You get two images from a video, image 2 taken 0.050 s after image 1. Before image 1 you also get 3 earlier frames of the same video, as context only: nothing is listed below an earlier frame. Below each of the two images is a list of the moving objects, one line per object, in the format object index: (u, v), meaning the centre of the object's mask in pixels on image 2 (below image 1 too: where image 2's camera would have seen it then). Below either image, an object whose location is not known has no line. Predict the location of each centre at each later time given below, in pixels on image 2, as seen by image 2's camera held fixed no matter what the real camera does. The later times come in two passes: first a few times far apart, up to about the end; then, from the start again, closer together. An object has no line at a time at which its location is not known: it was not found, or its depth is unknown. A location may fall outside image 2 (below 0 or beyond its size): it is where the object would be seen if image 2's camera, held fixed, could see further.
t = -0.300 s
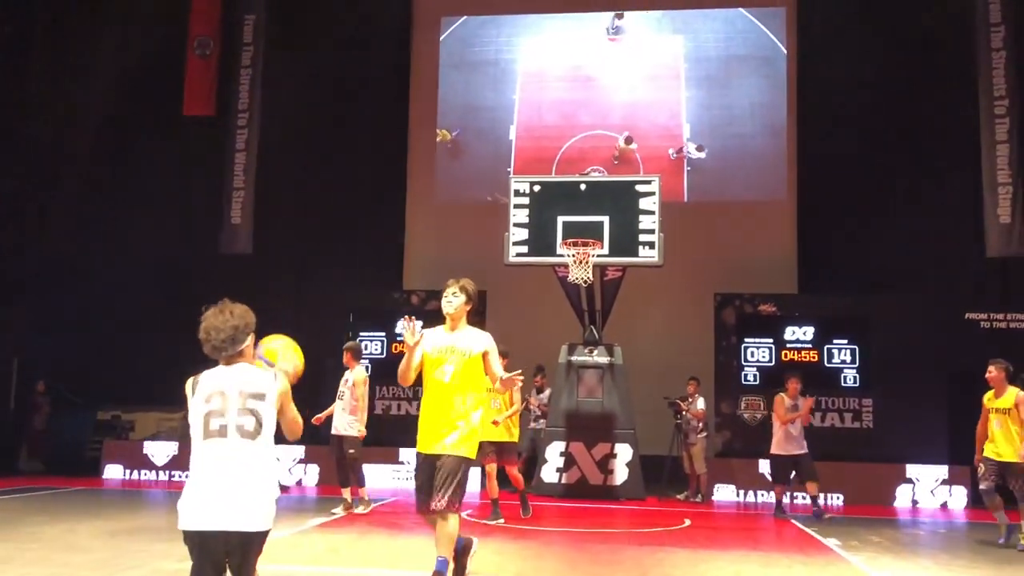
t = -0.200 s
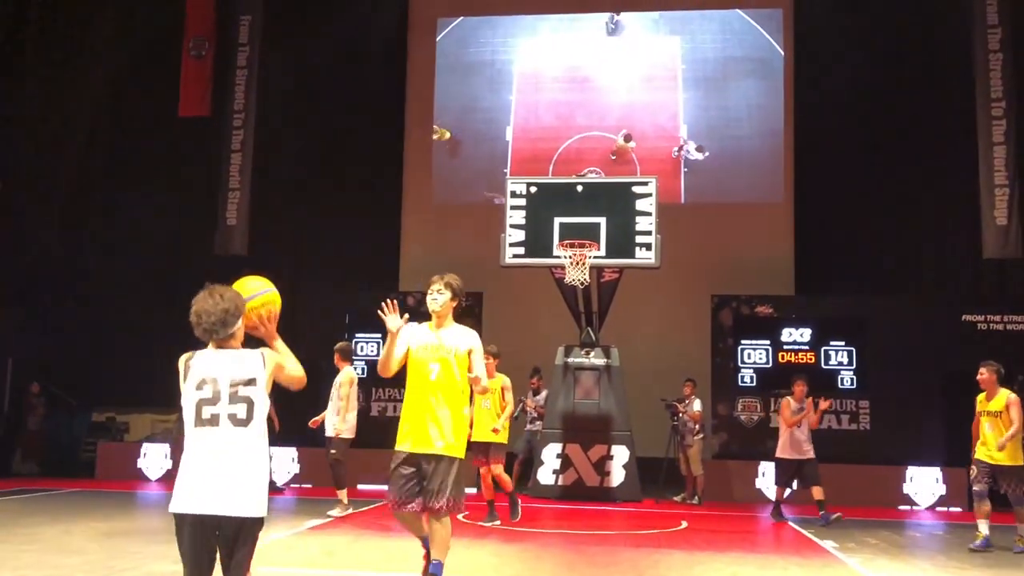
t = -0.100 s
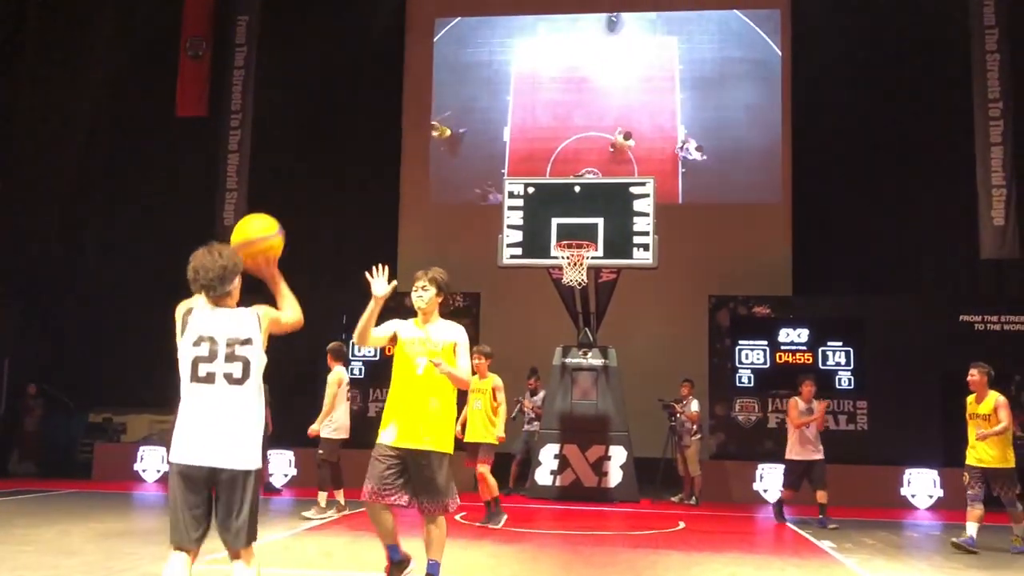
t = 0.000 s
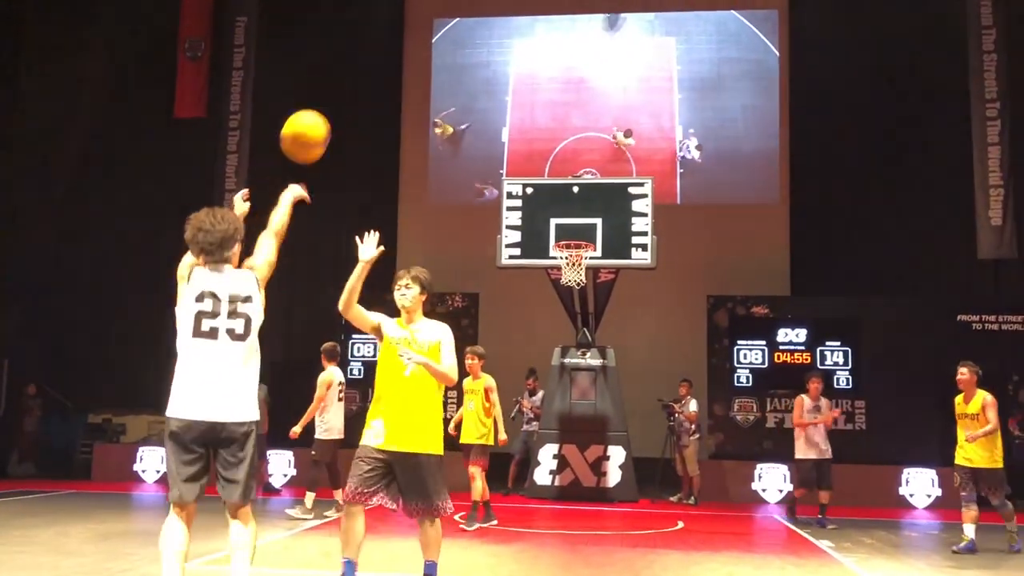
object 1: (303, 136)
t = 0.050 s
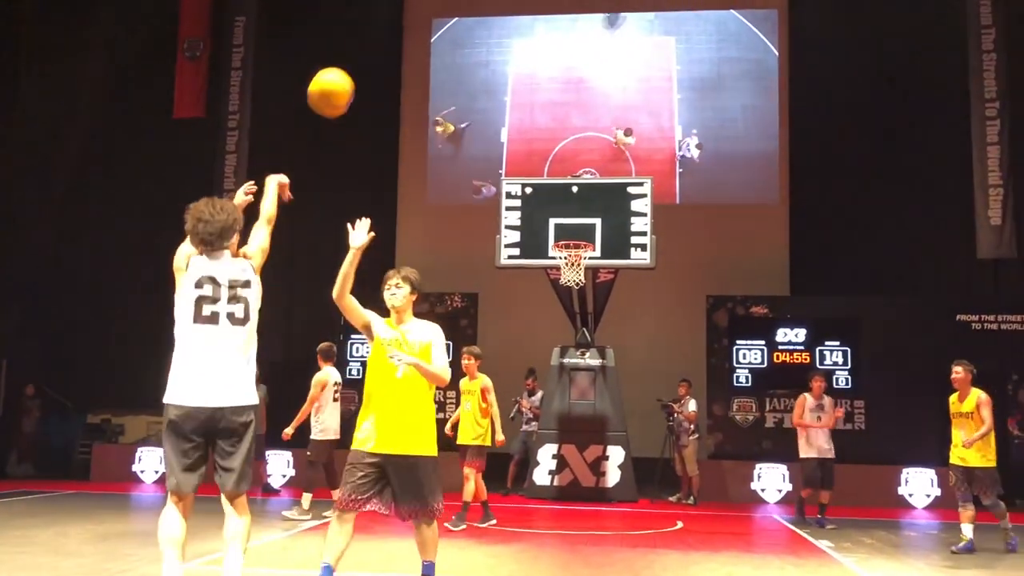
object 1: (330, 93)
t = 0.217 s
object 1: (400, 10)
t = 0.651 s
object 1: (507, 6)
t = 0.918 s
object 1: (546, 79)
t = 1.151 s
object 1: (573, 185)
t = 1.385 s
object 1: (561, 261)
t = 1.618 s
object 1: (560, 260)
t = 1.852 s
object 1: (577, 287)
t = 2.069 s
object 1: (596, 352)
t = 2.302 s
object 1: (615, 470)
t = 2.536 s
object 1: (629, 441)
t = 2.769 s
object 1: (640, 387)
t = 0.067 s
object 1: (339, 80)
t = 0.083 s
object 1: (347, 68)
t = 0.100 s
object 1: (355, 57)
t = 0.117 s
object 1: (362, 47)
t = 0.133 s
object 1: (369, 38)
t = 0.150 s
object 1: (375, 30)
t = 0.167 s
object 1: (382, 22)
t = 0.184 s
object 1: (388, 17)
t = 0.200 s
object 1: (395, 13)
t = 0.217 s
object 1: (400, 10)
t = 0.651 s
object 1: (507, 6)
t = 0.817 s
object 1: (533, 42)
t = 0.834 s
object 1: (535, 48)
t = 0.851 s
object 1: (537, 54)
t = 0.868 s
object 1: (539, 60)
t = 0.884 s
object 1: (542, 66)
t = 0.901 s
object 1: (544, 73)
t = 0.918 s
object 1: (546, 79)
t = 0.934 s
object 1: (548, 86)
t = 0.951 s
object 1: (550, 93)
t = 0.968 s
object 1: (552, 100)
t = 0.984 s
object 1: (554, 106)
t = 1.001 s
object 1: (556, 113)
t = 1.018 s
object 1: (558, 120)
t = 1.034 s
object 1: (560, 128)
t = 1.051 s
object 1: (562, 135)
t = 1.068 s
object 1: (563, 143)
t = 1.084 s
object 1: (566, 151)
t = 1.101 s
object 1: (568, 158)
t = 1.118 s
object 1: (569, 166)
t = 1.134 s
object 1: (571, 175)
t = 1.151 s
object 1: (573, 185)
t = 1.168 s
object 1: (575, 193)
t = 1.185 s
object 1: (576, 201)
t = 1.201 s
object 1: (578, 209)
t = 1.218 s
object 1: (580, 219)
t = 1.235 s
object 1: (581, 229)
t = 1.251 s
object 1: (583, 235)
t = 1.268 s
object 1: (583, 242)
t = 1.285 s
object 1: (581, 246)
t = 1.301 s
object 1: (578, 251)
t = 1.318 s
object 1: (575, 253)
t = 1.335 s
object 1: (573, 256)
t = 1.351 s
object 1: (570, 258)
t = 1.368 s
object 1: (565, 260)
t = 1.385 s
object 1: (561, 261)
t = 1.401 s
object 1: (557, 262)
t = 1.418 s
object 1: (556, 264)
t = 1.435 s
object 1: (555, 263)
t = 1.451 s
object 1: (554, 263)
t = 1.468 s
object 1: (553, 262)
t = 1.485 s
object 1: (554, 262)
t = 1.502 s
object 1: (553, 262)
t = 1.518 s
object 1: (553, 261)
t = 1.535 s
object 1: (554, 261)
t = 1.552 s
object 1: (554, 261)
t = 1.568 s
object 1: (554, 261)
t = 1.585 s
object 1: (555, 261)
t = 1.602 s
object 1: (558, 261)
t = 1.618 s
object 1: (560, 260)
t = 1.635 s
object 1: (559, 263)
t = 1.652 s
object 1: (560, 264)
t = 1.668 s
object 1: (562, 265)
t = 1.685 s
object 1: (564, 266)
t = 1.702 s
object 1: (564, 269)
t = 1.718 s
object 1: (566, 272)
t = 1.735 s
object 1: (568, 273)
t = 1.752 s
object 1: (570, 273)
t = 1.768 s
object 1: (570, 275)
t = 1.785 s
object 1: (571, 276)
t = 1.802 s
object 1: (574, 279)
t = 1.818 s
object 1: (575, 281)
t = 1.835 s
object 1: (576, 284)
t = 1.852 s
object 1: (577, 287)
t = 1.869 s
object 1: (579, 291)
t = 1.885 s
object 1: (580, 295)
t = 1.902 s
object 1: (581, 299)
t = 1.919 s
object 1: (583, 303)
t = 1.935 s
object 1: (584, 308)
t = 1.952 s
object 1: (586, 312)
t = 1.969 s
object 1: (588, 318)
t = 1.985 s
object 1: (589, 323)
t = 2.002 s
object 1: (590, 328)
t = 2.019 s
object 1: (592, 334)
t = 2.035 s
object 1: (594, 340)
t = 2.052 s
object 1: (595, 346)
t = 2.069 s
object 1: (596, 352)
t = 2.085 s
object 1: (598, 359)
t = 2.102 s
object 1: (599, 367)
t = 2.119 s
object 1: (601, 373)
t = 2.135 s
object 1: (602, 381)
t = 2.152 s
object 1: (603, 388)
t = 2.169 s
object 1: (605, 396)
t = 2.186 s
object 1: (605, 405)
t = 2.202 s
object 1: (607, 414)
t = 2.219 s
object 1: (608, 422)
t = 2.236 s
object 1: (609, 431)
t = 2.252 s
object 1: (610, 439)
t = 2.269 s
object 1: (612, 449)
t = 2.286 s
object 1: (612, 459)
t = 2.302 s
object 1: (615, 470)
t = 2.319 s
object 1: (616, 480)
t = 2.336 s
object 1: (617, 491)
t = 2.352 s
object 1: (618, 500)
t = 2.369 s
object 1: (620, 510)
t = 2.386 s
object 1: (620, 502)
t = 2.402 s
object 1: (621, 495)
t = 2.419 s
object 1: (623, 489)
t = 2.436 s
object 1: (623, 481)
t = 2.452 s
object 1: (624, 473)
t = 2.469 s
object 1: (626, 466)
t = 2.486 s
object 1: (627, 460)
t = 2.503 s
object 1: (627, 454)
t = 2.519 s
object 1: (628, 447)
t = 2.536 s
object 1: (629, 441)
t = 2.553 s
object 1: (629, 436)
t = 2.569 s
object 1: (630, 431)
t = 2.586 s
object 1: (631, 425)
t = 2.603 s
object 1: (631, 421)
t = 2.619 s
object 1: (632, 416)
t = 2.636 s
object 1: (633, 412)
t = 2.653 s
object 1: (634, 408)
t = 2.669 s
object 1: (635, 404)
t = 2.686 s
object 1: (635, 401)
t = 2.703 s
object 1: (636, 397)
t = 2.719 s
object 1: (638, 394)
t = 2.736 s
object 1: (638, 391)
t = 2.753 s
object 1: (639, 389)
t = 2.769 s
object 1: (640, 387)
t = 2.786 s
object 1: (641, 384)
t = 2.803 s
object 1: (642, 382)
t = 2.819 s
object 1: (643, 381)
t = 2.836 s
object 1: (643, 380)
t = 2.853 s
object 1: (644, 379)
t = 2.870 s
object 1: (645, 377)
